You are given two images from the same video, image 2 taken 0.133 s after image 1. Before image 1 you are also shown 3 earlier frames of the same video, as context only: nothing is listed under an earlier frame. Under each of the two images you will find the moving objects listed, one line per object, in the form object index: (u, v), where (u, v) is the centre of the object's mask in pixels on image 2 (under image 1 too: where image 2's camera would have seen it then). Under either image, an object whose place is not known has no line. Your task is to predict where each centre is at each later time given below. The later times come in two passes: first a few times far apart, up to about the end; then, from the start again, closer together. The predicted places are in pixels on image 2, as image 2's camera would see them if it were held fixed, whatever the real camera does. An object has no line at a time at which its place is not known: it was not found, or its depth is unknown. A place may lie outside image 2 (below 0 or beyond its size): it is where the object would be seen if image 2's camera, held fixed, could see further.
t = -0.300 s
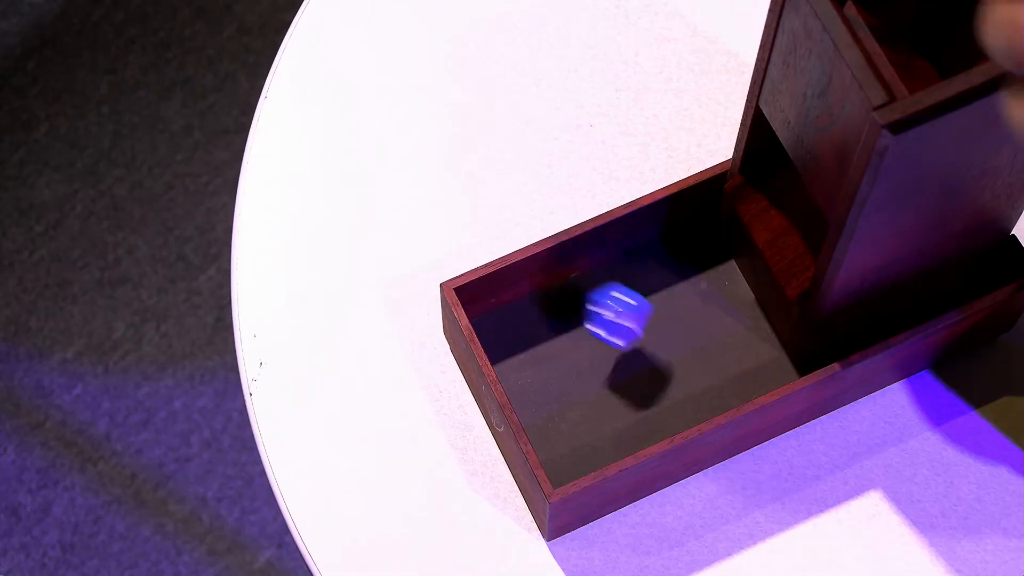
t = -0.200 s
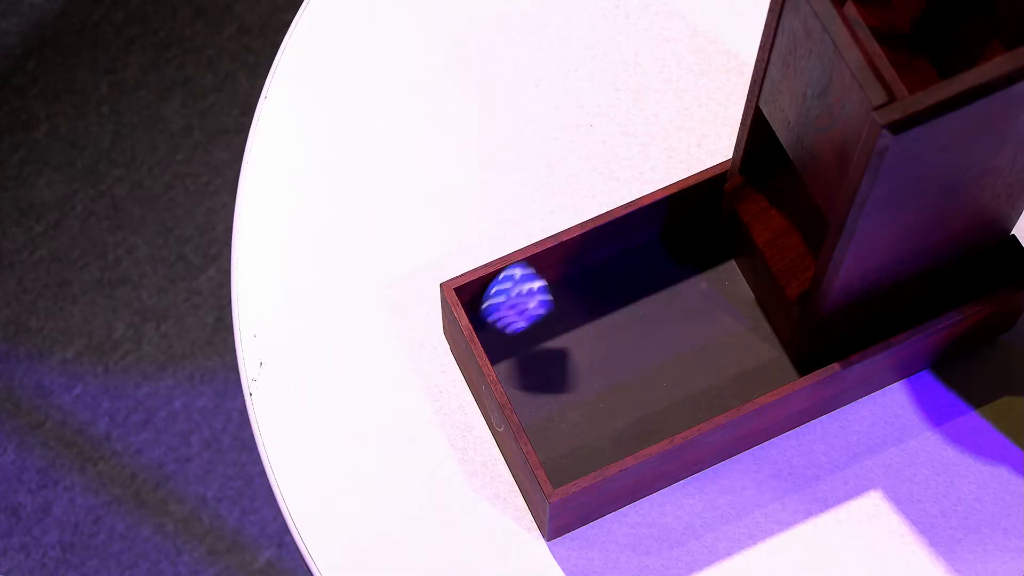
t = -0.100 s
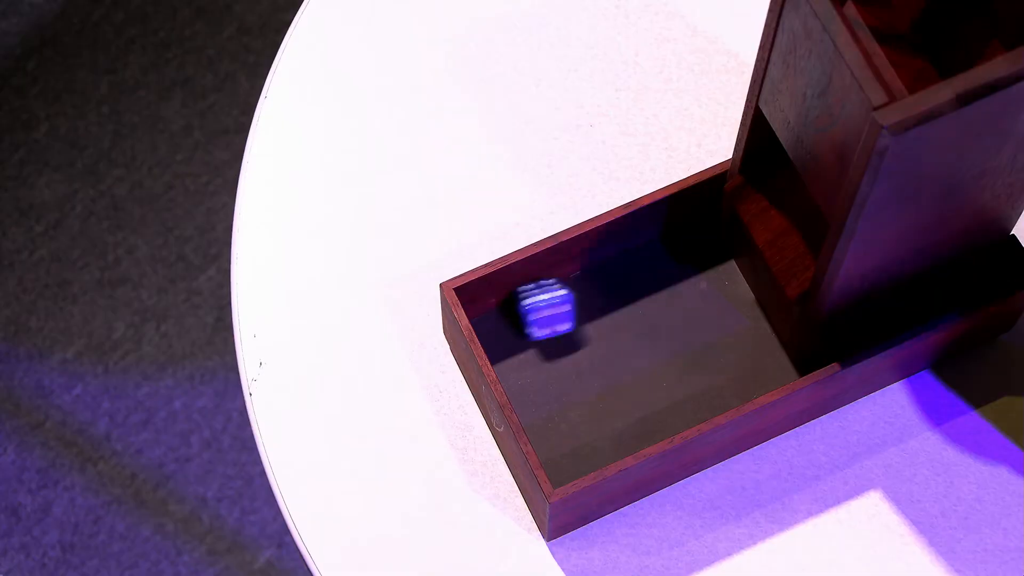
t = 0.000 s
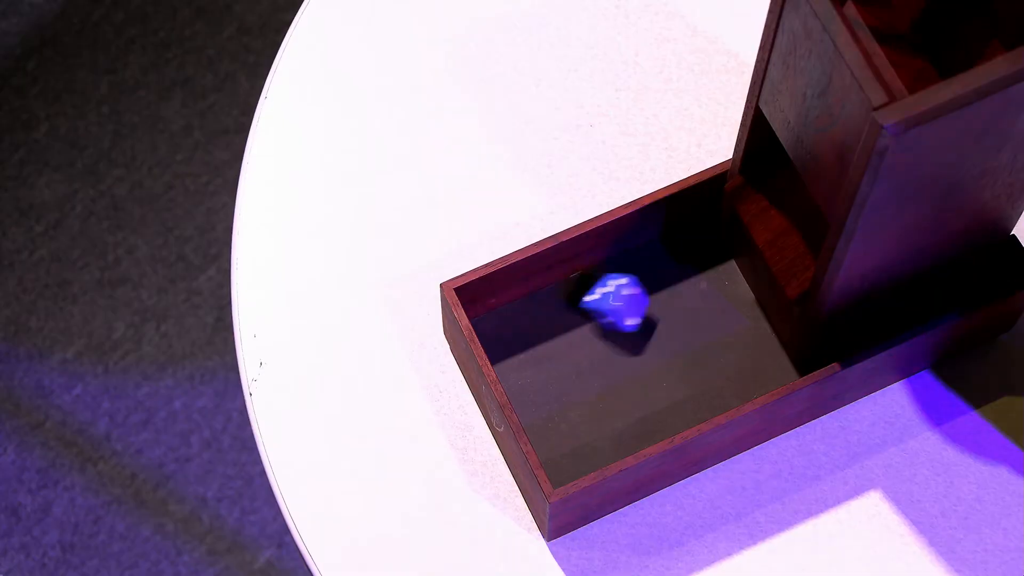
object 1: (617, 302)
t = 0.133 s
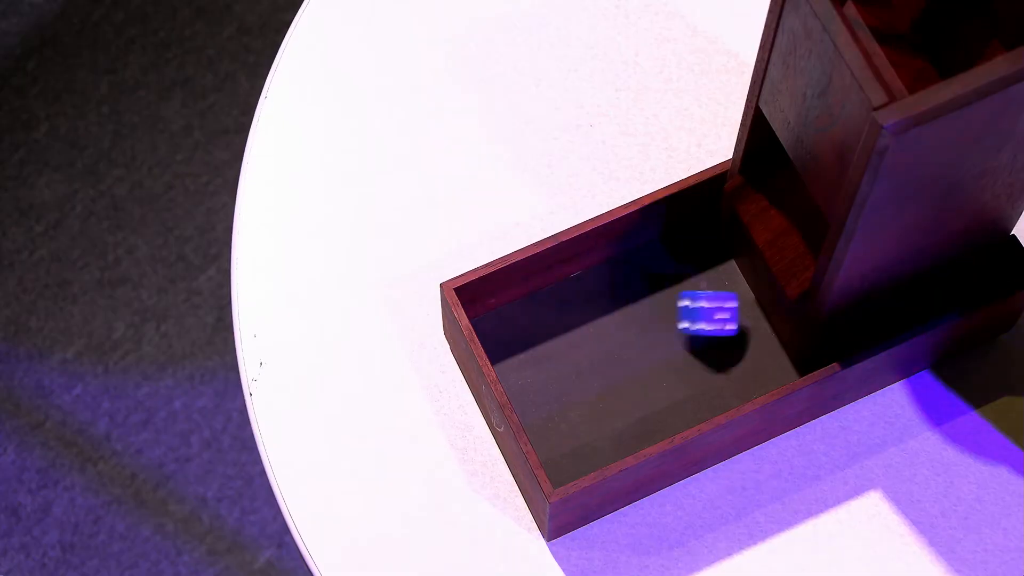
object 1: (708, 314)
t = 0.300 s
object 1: (733, 312)
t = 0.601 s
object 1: (734, 312)
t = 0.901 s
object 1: (734, 312)
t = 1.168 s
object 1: (734, 312)
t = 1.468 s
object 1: (734, 312)
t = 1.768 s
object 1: (734, 312)
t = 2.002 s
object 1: (734, 312)
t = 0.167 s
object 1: (725, 312)
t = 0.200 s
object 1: (737, 312)
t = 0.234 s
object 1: (734, 312)
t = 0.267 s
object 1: (733, 312)
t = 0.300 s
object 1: (733, 312)
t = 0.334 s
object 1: (734, 312)
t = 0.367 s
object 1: (733, 312)
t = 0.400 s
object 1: (733, 312)
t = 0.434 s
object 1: (733, 312)
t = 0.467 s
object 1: (733, 312)
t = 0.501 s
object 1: (734, 312)
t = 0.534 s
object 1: (734, 312)
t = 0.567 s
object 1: (734, 312)
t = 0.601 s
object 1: (734, 312)
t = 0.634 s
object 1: (734, 312)
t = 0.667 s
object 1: (734, 312)
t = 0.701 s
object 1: (734, 312)
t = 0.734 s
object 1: (734, 312)
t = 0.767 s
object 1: (734, 312)
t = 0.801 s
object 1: (734, 312)
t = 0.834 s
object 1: (734, 312)
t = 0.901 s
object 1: (734, 312)
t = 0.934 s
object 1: (733, 312)
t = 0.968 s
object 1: (734, 312)
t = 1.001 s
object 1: (733, 312)
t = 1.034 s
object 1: (734, 312)
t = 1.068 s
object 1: (734, 312)
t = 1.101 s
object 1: (734, 312)
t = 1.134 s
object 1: (734, 312)
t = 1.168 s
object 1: (734, 312)
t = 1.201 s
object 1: (734, 312)
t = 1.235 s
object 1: (734, 312)
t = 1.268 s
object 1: (734, 312)
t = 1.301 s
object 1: (734, 312)
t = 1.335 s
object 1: (734, 312)
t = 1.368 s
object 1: (734, 312)
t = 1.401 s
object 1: (734, 312)
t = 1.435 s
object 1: (734, 312)
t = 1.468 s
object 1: (734, 312)
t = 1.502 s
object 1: (734, 312)
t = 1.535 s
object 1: (734, 312)
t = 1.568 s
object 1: (734, 312)
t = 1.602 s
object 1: (734, 312)
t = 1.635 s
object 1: (733, 312)
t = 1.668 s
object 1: (733, 312)
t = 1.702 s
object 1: (734, 312)
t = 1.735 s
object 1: (734, 312)
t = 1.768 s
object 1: (734, 312)
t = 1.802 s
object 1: (734, 312)
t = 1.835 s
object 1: (734, 312)
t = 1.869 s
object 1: (734, 312)
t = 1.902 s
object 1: (734, 312)
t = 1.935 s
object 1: (734, 312)
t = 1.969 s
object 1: (733, 312)
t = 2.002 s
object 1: (734, 312)
